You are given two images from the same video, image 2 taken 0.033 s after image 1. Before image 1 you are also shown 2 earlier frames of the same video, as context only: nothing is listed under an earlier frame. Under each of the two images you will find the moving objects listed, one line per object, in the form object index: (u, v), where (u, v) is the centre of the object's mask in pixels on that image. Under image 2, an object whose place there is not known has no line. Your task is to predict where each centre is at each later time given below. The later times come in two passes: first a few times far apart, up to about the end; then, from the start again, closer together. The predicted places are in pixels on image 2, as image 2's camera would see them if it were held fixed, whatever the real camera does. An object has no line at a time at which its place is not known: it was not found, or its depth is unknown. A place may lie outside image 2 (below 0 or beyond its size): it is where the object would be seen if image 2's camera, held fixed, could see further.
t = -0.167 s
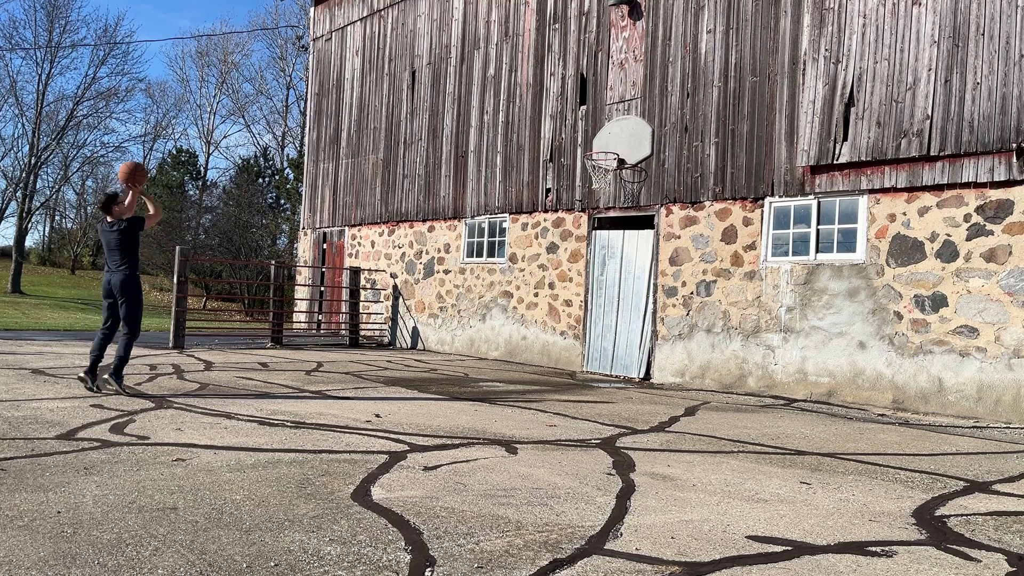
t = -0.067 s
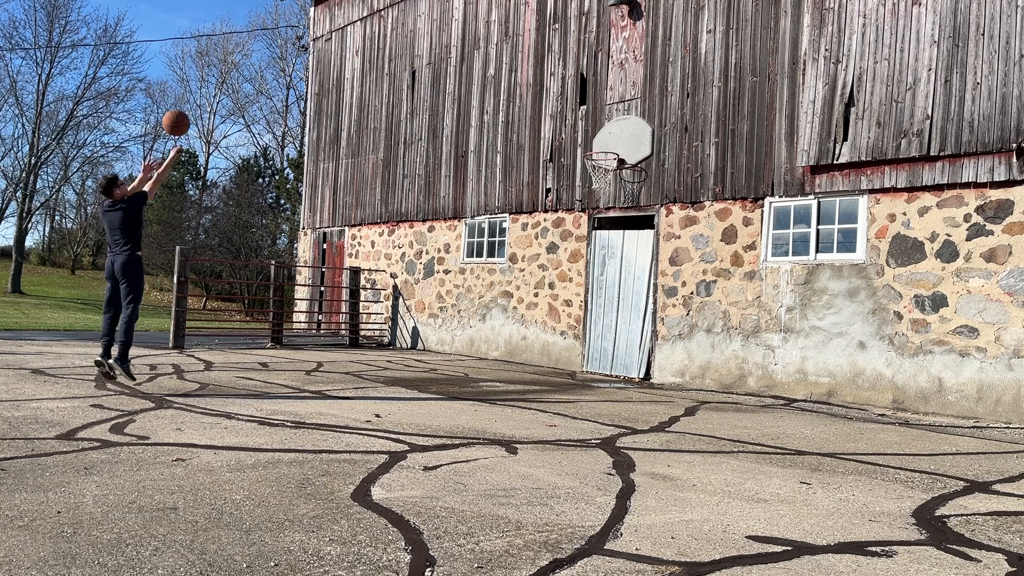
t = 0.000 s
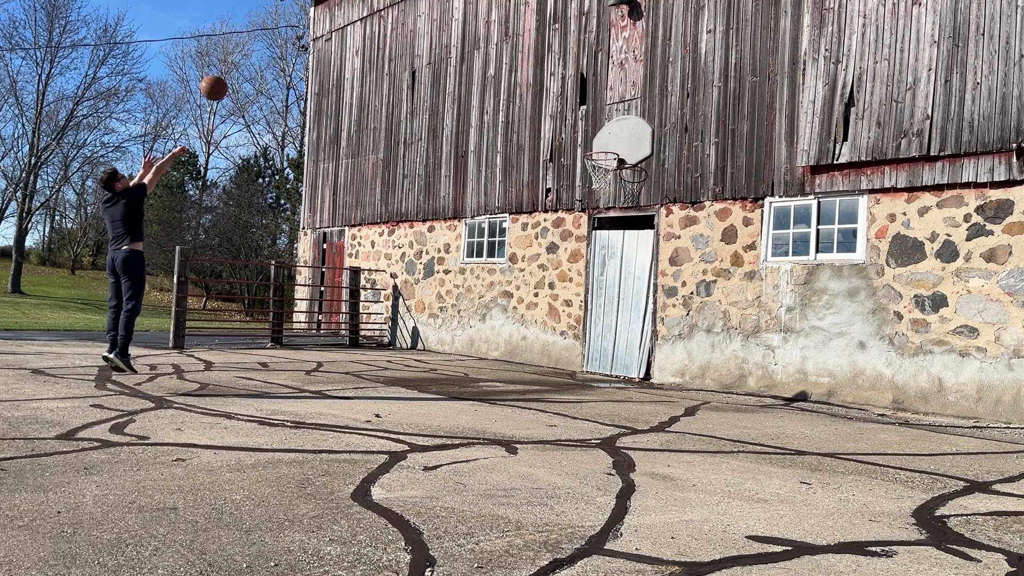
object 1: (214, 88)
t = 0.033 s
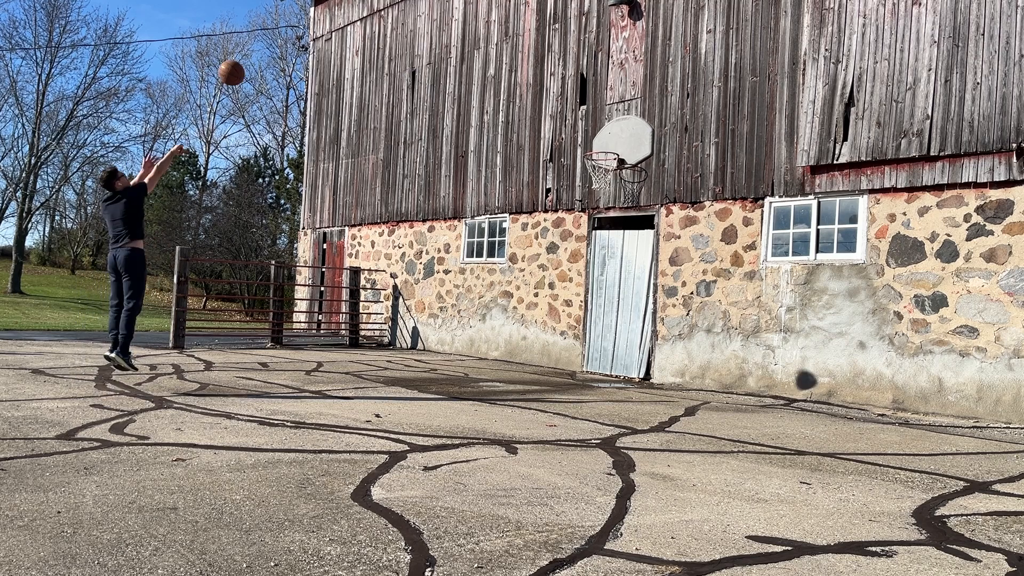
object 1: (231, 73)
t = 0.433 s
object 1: (409, 4)
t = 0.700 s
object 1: (496, 26)
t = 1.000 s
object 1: (578, 115)
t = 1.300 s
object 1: (611, 171)
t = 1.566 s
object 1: (607, 209)
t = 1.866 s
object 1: (601, 314)
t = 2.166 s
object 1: (599, 309)
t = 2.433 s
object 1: (599, 256)
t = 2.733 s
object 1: (594, 260)
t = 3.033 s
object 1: (586, 335)
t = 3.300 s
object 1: (585, 331)
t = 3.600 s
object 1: (590, 296)
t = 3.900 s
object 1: (590, 335)
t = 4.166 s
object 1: (595, 353)
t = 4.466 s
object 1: (605, 330)
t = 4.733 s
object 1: (612, 377)
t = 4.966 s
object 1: (621, 353)
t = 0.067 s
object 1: (249, 59)
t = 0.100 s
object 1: (265, 47)
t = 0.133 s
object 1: (281, 37)
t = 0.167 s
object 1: (297, 28)
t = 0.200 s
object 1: (312, 20)
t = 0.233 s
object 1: (327, 13)
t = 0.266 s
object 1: (341, 9)
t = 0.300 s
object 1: (355, 7)
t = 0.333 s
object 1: (369, 6)
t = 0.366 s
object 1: (382, 5)
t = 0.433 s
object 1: (409, 4)
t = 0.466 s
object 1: (421, 4)
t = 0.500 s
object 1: (432, 4)
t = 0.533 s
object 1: (444, 5)
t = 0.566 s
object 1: (455, 7)
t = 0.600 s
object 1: (466, 9)
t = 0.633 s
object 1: (477, 13)
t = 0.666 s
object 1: (487, 19)
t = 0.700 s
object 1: (496, 26)
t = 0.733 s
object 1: (507, 34)
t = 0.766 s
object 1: (516, 42)
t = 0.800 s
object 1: (526, 51)
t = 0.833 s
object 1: (535, 60)
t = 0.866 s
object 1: (544, 70)
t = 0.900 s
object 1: (553, 81)
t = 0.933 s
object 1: (562, 92)
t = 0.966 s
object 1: (570, 103)
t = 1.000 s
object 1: (578, 115)
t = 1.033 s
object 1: (586, 128)
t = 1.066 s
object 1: (594, 141)
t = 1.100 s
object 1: (601, 155)
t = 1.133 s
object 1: (608, 169)
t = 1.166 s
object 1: (612, 175)
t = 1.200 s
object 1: (612, 173)
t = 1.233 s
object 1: (612, 170)
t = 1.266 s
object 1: (612, 169)
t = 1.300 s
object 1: (611, 171)
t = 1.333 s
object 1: (611, 173)
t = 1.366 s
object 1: (610, 175)
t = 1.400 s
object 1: (610, 178)
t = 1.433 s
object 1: (610, 182)
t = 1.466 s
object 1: (609, 188)
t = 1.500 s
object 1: (608, 194)
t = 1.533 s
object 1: (607, 201)
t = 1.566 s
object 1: (607, 209)
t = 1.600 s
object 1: (606, 218)
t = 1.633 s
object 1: (606, 227)
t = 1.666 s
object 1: (605, 237)
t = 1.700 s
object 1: (605, 248)
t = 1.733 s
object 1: (604, 260)
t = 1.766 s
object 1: (604, 272)
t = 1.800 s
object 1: (603, 286)
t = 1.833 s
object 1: (603, 299)
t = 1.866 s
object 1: (601, 314)
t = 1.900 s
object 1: (601, 330)
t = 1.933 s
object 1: (599, 347)
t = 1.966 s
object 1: (598, 365)
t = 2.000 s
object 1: (598, 367)
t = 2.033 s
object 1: (598, 354)
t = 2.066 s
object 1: (599, 341)
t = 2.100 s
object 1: (599, 330)
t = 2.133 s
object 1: (599, 319)
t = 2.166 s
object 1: (599, 309)
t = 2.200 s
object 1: (599, 299)
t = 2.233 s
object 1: (599, 290)
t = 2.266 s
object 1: (599, 283)
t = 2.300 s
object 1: (599, 276)
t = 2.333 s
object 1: (599, 269)
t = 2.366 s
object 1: (599, 264)
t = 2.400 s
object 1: (599, 260)
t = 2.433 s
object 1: (599, 256)
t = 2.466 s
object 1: (598, 253)
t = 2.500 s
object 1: (598, 251)
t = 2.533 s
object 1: (597, 250)
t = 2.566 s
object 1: (597, 250)
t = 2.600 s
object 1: (597, 250)
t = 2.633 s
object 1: (596, 251)
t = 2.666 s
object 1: (595, 253)
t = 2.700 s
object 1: (595, 256)
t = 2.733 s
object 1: (594, 260)
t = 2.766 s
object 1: (593, 265)
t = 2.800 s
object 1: (592, 271)
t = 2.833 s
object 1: (592, 277)
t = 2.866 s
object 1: (591, 285)
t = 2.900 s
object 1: (590, 293)
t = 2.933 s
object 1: (589, 302)
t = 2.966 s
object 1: (588, 312)
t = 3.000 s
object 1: (587, 323)
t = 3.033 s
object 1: (586, 335)
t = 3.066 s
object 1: (585, 348)
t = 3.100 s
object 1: (584, 362)
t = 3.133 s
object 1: (583, 376)
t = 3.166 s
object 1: (583, 369)
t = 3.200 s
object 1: (584, 359)
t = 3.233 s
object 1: (585, 349)
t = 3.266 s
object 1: (585, 339)
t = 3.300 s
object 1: (585, 331)
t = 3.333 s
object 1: (586, 324)
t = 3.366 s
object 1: (586, 318)
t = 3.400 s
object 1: (587, 311)
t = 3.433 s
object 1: (588, 307)
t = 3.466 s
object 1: (588, 303)
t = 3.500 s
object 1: (589, 300)
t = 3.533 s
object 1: (589, 298)
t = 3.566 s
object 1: (589, 297)
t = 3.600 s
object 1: (590, 296)
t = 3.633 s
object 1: (590, 297)
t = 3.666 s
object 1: (590, 299)
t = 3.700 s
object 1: (590, 301)
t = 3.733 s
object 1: (590, 305)
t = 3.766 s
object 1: (590, 309)
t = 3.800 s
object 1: (590, 314)
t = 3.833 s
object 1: (590, 320)
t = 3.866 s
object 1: (590, 327)
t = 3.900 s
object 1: (590, 335)
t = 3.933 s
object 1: (590, 344)
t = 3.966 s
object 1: (590, 354)
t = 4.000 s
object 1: (590, 365)
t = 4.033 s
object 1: (590, 377)
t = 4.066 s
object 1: (590, 377)
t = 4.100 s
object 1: (592, 368)
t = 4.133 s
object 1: (593, 360)
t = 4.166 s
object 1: (595, 353)
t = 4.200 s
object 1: (596, 347)
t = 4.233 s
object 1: (597, 341)
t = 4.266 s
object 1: (598, 337)
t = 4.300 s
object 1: (599, 334)
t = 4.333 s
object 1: (601, 331)
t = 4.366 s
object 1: (602, 329)
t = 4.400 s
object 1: (603, 329)
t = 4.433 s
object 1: (604, 329)
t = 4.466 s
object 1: (605, 330)
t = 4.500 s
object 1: (606, 333)
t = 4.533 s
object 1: (607, 336)
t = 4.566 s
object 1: (608, 340)
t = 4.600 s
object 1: (609, 346)
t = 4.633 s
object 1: (610, 352)
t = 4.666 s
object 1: (611, 359)
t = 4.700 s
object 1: (611, 368)
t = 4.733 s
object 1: (612, 377)
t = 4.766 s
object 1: (613, 387)
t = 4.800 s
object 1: (614, 380)
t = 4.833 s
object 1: (616, 373)
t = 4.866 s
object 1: (617, 366)
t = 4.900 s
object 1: (619, 361)
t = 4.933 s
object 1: (620, 356)
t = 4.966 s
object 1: (621, 353)
